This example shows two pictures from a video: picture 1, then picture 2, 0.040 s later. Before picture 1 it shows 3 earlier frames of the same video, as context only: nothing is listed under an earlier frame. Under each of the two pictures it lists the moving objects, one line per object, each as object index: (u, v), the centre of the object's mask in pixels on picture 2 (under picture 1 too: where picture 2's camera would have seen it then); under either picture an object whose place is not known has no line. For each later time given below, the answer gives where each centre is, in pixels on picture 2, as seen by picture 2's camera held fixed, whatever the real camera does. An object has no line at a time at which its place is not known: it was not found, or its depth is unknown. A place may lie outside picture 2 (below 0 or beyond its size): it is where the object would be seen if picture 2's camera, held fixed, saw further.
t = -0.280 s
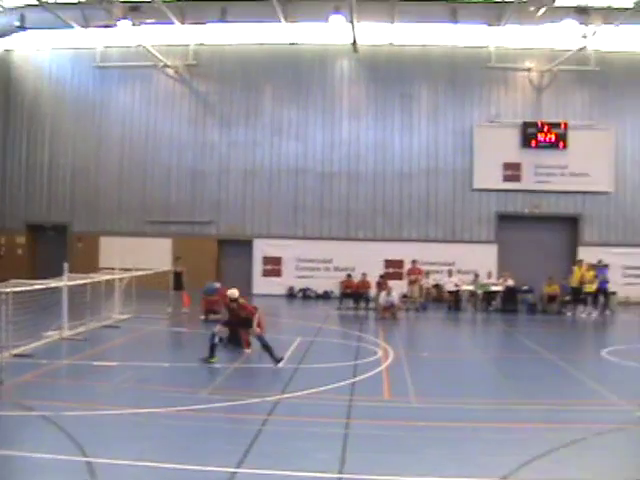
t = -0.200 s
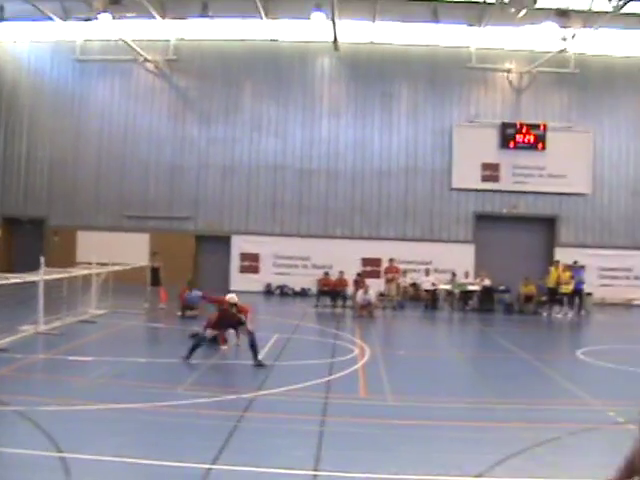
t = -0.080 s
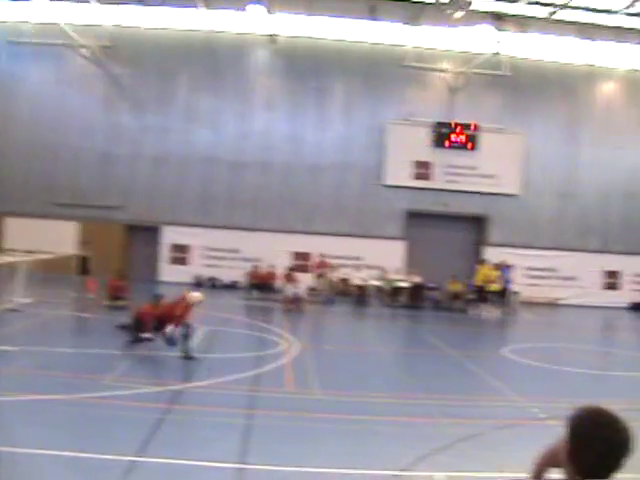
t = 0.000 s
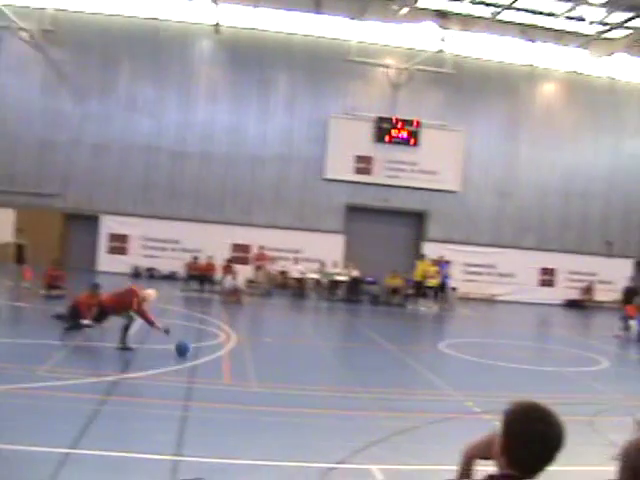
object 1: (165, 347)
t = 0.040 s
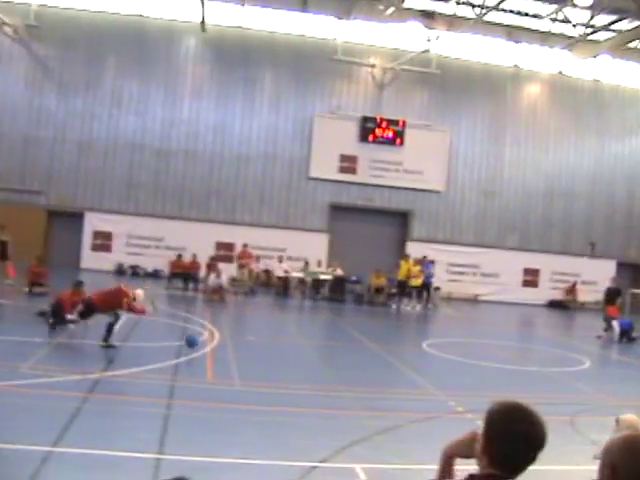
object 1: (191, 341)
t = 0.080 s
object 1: (216, 337)
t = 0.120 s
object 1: (238, 335)
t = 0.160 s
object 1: (261, 334)
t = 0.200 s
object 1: (282, 333)
